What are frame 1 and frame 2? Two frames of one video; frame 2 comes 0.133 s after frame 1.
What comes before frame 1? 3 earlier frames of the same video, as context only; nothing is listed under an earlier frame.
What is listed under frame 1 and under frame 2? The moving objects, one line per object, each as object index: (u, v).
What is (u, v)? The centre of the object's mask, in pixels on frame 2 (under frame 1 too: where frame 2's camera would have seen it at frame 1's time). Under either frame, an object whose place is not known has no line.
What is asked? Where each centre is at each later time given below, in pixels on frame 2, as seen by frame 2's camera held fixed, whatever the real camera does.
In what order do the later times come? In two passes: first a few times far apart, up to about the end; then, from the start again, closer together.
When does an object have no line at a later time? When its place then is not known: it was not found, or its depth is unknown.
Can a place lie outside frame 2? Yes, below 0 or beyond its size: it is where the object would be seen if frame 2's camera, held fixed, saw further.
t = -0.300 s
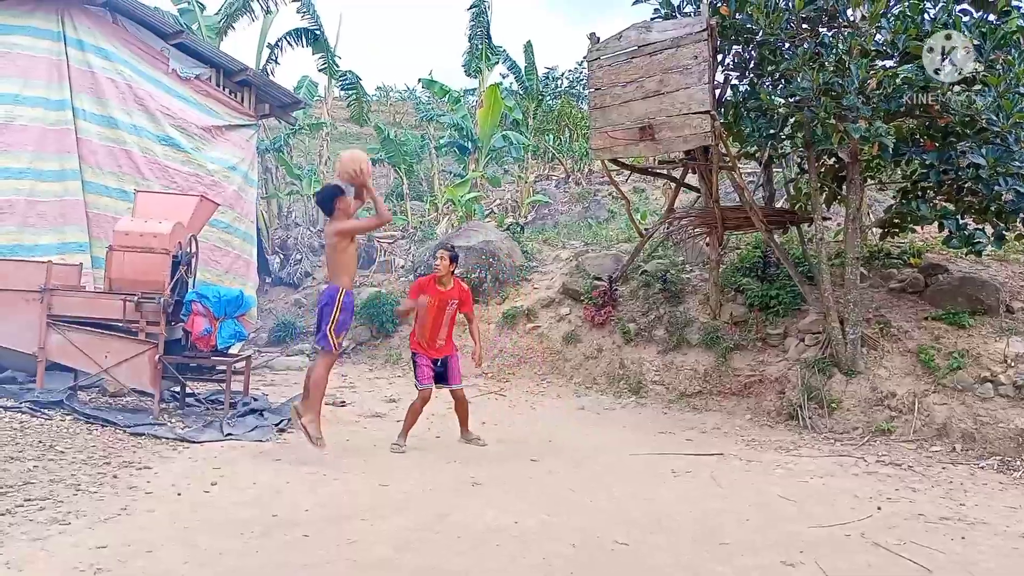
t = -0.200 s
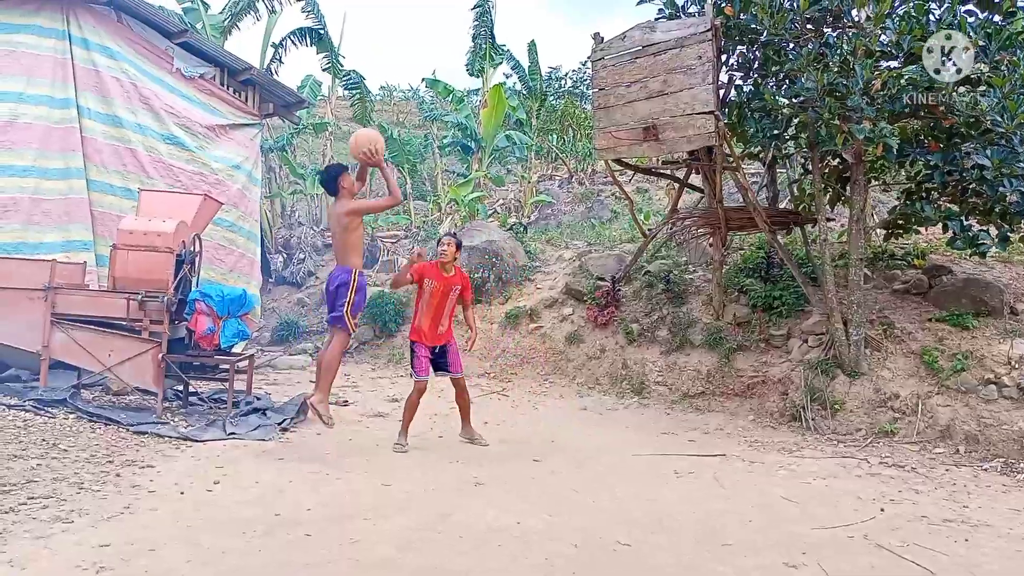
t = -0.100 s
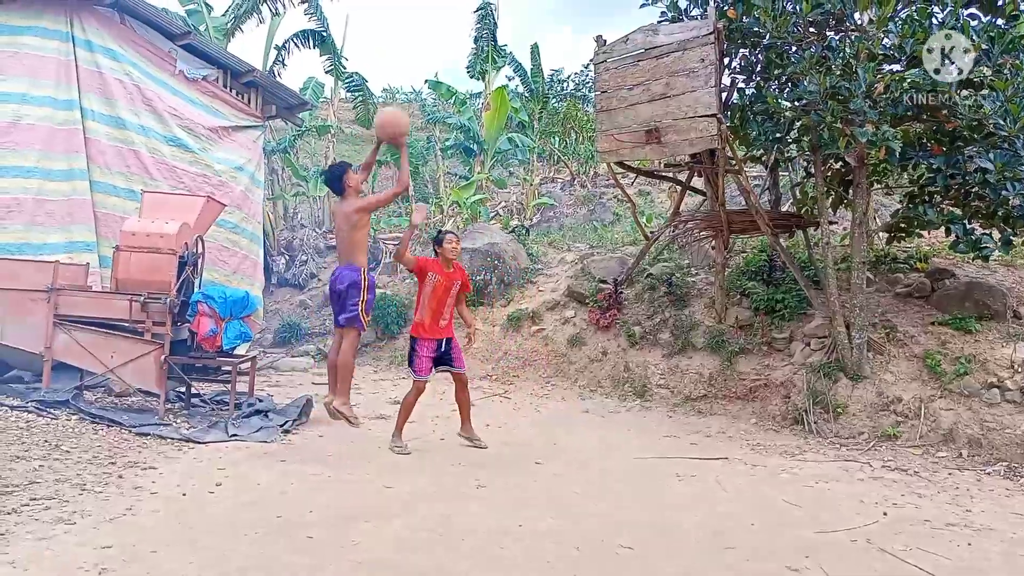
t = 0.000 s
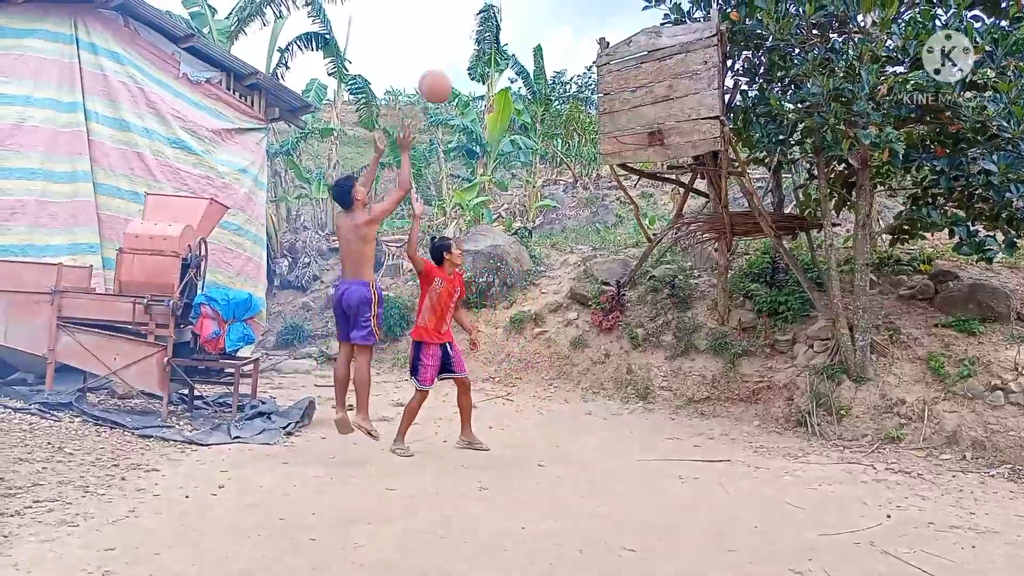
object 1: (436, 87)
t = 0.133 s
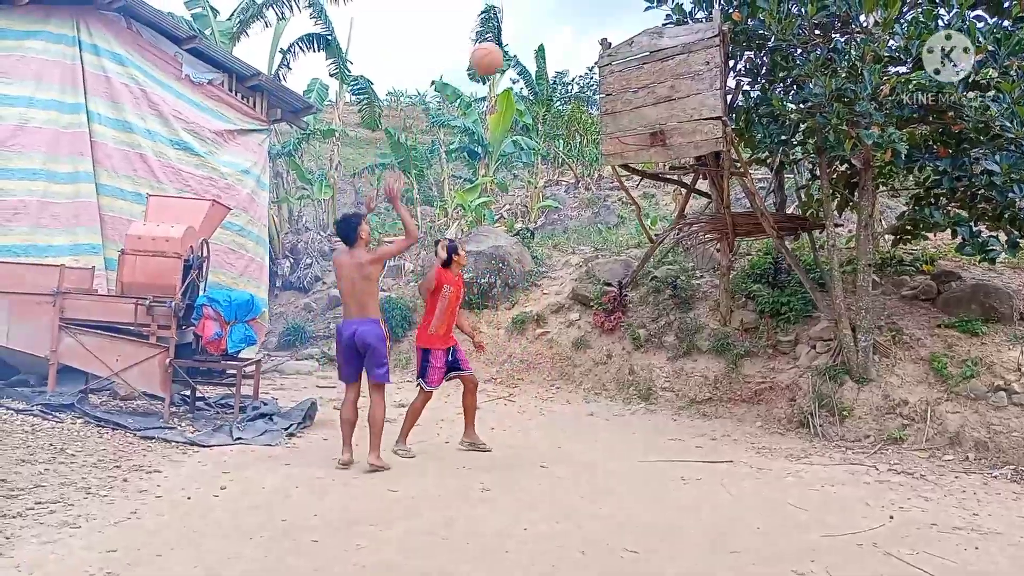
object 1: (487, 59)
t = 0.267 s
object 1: (531, 56)
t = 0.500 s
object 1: (597, 103)
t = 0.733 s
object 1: (623, 104)
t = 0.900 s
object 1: (633, 107)
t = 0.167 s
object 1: (497, 55)
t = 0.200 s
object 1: (509, 54)
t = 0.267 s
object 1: (531, 56)
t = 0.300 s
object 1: (541, 58)
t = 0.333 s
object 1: (552, 63)
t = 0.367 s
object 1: (561, 68)
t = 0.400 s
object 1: (570, 75)
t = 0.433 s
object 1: (579, 83)
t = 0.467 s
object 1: (589, 92)
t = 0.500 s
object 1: (597, 103)
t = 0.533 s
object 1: (605, 114)
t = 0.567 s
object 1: (612, 124)
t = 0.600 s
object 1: (613, 122)
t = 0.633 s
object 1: (615, 119)
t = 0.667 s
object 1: (618, 112)
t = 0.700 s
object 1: (621, 108)
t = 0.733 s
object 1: (623, 104)
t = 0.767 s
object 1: (625, 102)
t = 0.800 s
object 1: (627, 101)
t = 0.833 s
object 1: (629, 102)
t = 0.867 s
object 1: (631, 104)
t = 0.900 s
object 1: (633, 107)
